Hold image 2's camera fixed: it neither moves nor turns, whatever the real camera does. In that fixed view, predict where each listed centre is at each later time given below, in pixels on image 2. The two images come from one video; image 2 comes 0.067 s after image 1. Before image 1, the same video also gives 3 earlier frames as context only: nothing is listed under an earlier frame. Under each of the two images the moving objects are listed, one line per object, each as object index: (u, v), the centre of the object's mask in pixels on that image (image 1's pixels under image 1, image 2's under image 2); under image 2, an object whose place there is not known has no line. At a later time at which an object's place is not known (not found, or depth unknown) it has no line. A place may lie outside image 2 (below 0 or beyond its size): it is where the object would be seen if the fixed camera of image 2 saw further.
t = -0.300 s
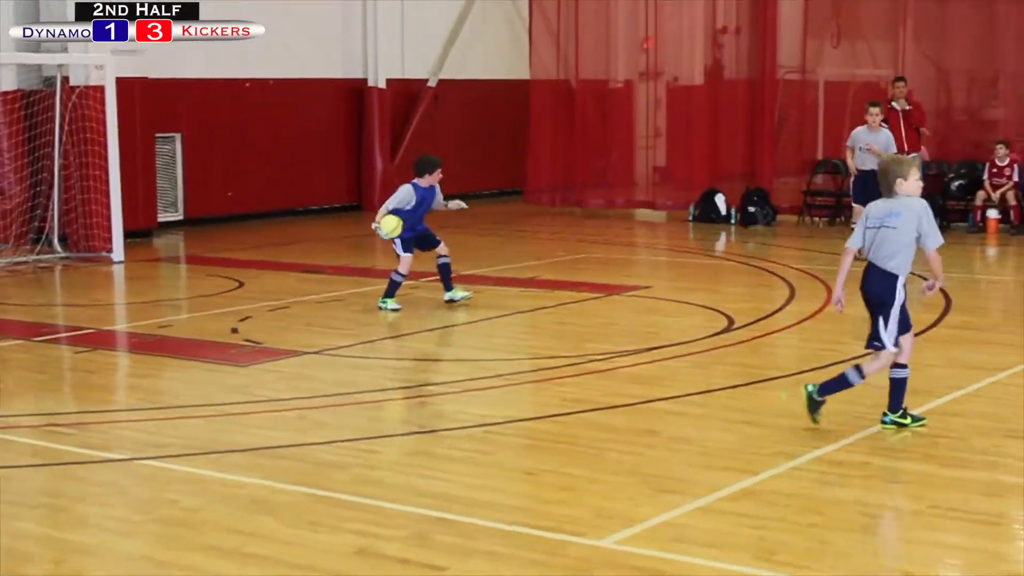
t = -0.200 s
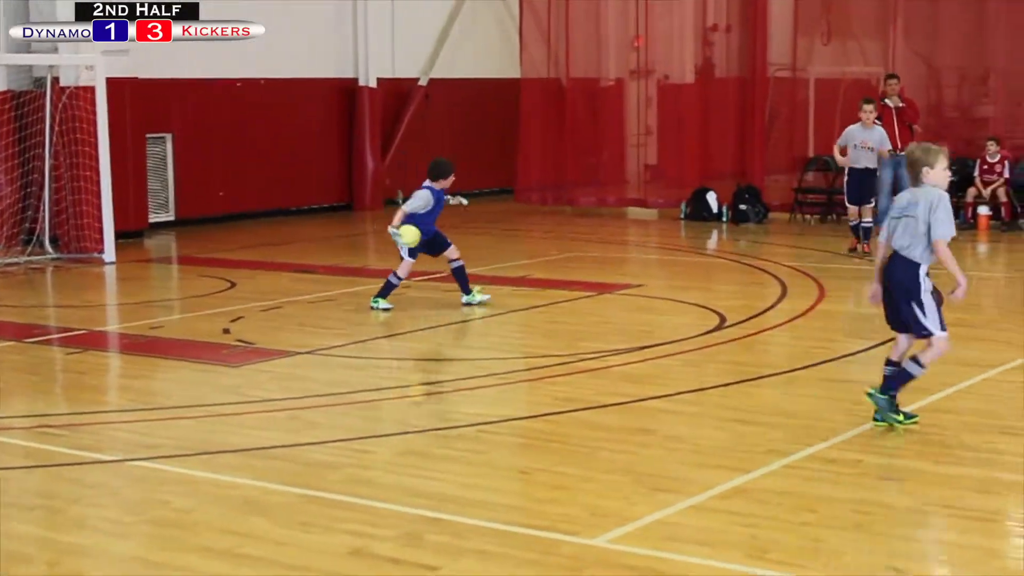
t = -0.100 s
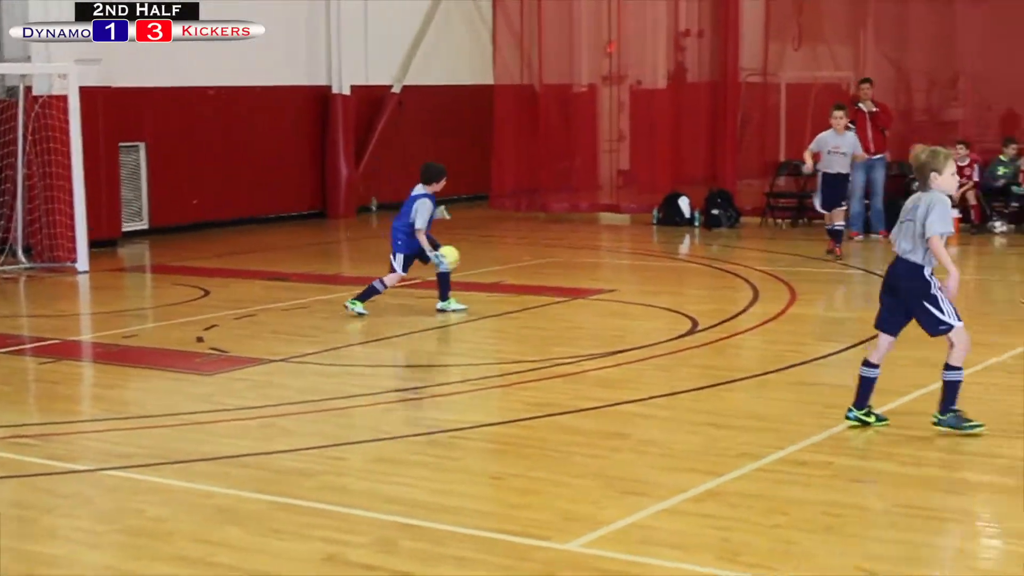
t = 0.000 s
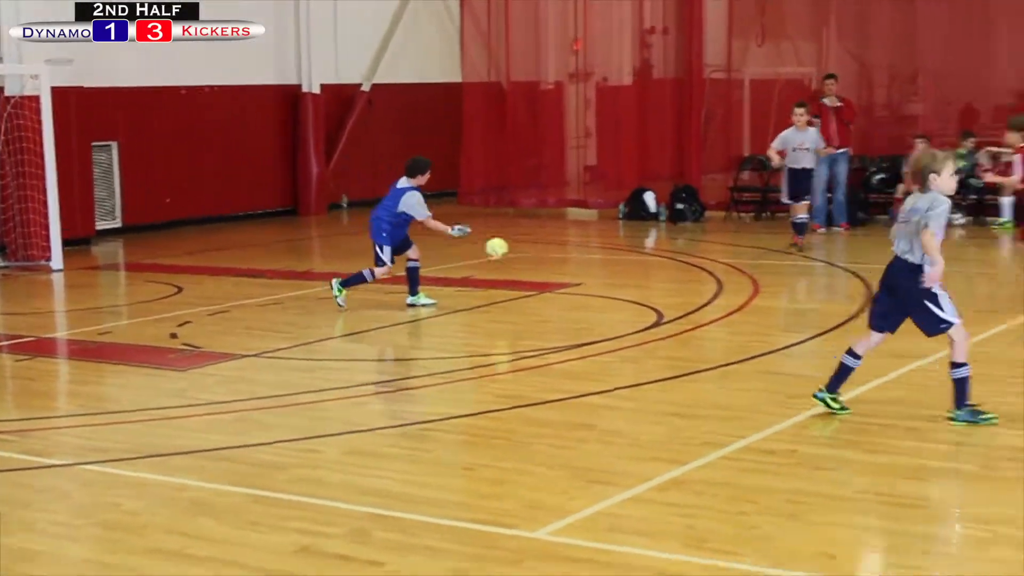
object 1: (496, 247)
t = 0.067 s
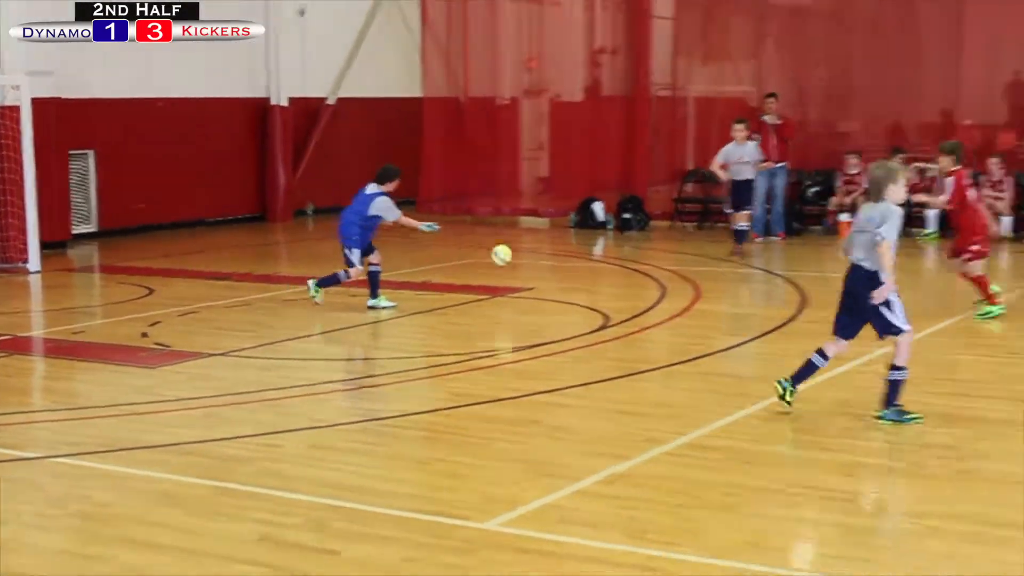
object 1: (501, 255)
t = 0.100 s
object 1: (523, 256)
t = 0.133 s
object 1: (543, 260)
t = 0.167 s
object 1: (563, 265)
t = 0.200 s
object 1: (583, 270)
